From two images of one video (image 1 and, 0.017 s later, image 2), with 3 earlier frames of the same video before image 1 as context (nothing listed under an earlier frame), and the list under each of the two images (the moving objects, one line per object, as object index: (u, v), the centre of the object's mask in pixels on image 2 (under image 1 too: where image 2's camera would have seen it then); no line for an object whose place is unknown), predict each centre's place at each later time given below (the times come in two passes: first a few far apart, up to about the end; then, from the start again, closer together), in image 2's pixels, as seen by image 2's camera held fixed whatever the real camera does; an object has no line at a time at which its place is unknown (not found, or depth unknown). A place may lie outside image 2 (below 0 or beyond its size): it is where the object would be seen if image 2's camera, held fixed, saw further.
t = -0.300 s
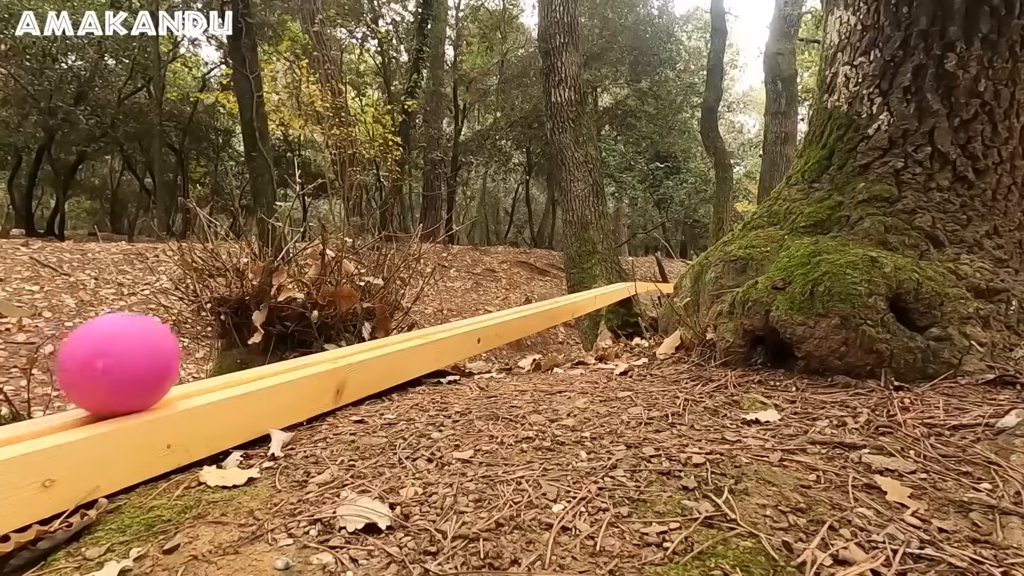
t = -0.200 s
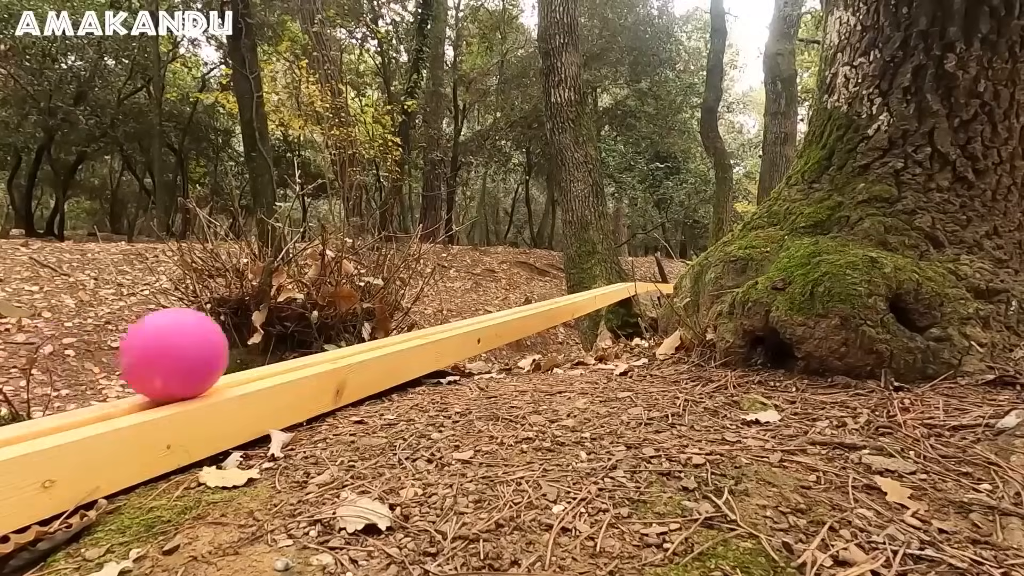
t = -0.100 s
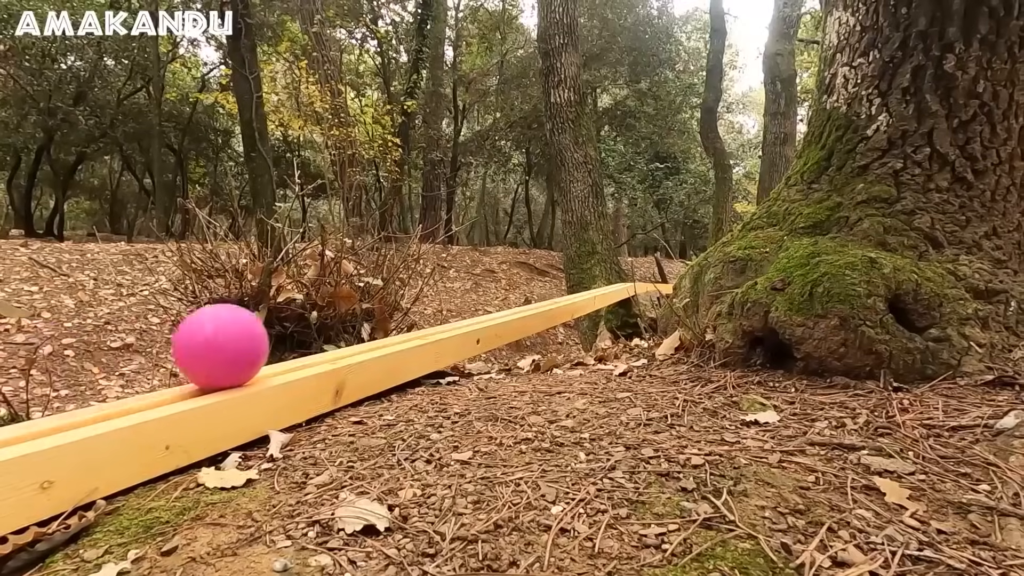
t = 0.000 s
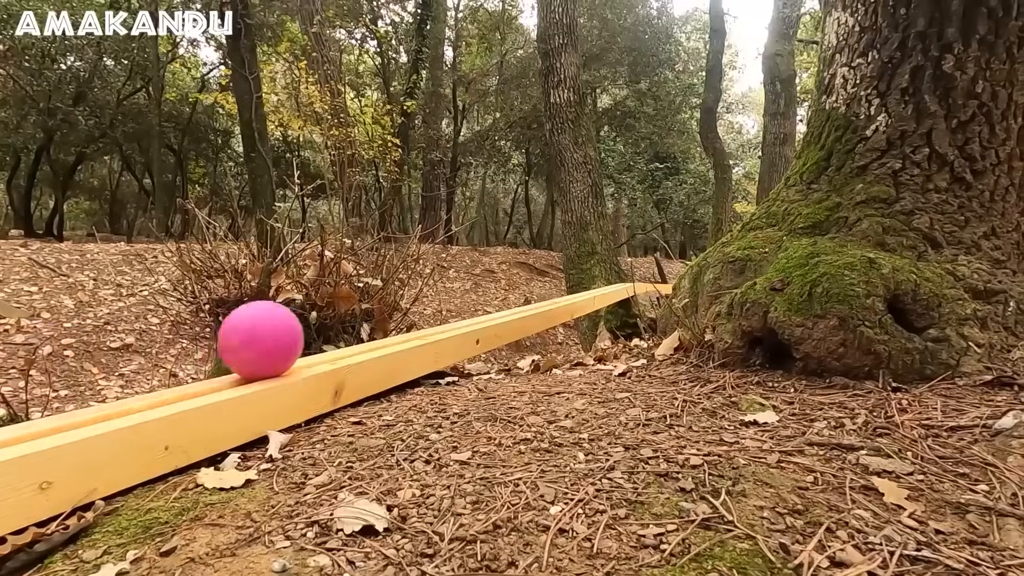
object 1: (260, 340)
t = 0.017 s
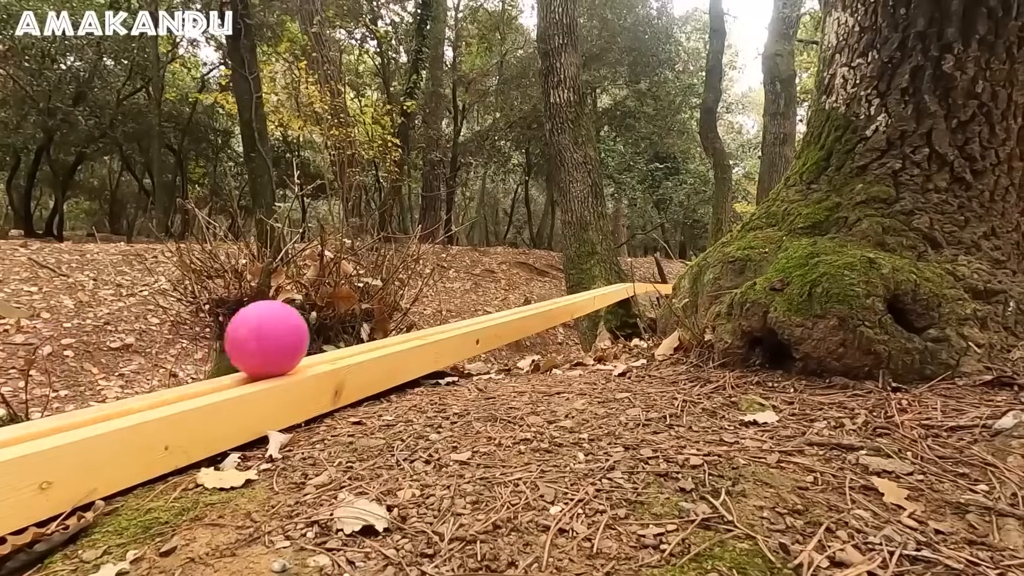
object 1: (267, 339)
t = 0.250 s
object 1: (337, 327)
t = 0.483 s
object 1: (391, 317)
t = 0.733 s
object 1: (433, 310)
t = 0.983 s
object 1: (467, 304)
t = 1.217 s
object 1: (493, 299)
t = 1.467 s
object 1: (515, 295)
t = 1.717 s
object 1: (534, 292)
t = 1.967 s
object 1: (549, 289)
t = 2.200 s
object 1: (563, 287)
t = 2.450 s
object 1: (575, 284)
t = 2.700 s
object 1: (585, 282)
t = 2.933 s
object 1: (594, 281)
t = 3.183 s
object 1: (601, 280)
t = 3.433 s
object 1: (608, 278)
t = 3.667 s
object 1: (615, 277)
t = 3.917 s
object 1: (620, 276)
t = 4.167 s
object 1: (624, 275)
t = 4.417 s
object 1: (631, 274)
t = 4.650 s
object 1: (643, 275)
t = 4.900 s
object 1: (654, 276)
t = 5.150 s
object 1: (671, 277)
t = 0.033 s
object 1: (273, 338)
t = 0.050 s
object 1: (279, 337)
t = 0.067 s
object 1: (284, 336)
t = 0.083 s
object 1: (290, 335)
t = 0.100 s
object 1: (295, 334)
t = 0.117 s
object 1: (300, 333)
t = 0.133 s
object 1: (305, 332)
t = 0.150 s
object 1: (310, 331)
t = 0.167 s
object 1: (315, 331)
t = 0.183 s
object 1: (319, 330)
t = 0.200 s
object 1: (324, 329)
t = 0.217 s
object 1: (328, 328)
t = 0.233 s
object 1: (333, 327)
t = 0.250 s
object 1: (337, 327)
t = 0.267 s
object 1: (341, 326)
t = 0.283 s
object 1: (345, 325)
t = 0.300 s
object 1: (350, 324)
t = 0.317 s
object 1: (354, 324)
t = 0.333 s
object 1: (358, 323)
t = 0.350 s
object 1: (361, 322)
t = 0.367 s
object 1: (365, 322)
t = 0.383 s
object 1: (369, 321)
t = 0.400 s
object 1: (373, 320)
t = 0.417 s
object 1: (377, 319)
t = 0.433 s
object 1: (380, 319)
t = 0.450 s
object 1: (383, 318)
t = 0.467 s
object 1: (388, 318)
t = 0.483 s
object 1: (391, 317)
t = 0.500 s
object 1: (394, 317)
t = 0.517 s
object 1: (398, 316)
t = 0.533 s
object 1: (400, 315)
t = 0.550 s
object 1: (404, 315)
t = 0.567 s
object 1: (407, 314)
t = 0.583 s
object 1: (410, 314)
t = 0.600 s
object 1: (412, 313)
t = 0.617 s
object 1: (415, 313)
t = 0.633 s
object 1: (418, 312)
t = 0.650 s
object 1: (420, 312)
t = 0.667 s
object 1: (422, 312)
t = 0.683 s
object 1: (425, 311)
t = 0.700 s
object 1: (428, 310)
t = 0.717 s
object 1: (429, 310)
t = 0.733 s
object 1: (433, 310)
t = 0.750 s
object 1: (436, 309)
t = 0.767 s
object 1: (438, 309)
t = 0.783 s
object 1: (440, 308)
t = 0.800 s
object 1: (443, 308)
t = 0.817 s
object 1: (445, 307)
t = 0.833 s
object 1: (448, 307)
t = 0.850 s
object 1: (450, 307)
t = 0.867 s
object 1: (452, 306)
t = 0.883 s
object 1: (454, 306)
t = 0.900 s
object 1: (456, 306)
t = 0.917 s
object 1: (458, 305)
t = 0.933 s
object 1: (460, 305)
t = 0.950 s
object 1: (463, 304)
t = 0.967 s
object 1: (465, 304)
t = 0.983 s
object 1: (467, 304)
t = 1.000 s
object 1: (469, 303)
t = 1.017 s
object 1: (472, 303)
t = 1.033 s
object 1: (473, 302)
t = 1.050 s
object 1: (475, 302)
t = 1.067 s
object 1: (477, 302)
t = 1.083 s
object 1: (479, 302)
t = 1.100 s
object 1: (481, 301)
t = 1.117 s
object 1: (483, 300)
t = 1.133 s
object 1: (484, 301)
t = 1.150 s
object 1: (486, 300)
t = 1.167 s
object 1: (487, 300)
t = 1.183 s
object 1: (490, 300)
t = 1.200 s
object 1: (491, 299)
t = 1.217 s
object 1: (493, 299)
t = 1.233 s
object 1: (495, 299)
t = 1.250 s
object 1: (496, 299)
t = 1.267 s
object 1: (498, 298)
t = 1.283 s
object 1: (499, 298)
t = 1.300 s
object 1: (500, 298)
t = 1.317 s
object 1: (503, 298)
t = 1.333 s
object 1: (504, 298)
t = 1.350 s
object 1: (505, 297)
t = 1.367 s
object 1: (508, 297)
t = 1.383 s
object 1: (509, 297)
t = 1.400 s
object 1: (511, 296)
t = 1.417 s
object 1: (512, 296)
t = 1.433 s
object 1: (513, 296)
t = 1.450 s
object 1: (514, 296)
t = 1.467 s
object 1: (515, 295)
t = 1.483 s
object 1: (516, 295)
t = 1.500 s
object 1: (519, 295)
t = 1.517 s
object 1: (520, 295)
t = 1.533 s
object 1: (521, 295)
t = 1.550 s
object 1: (521, 294)
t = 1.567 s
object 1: (523, 294)
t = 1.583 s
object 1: (524, 294)
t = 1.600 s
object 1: (527, 293)
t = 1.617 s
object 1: (528, 293)
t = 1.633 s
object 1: (529, 293)
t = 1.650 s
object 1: (529, 293)
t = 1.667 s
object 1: (530, 292)
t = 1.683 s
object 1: (531, 292)
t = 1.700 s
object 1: (533, 292)
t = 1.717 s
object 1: (534, 292)
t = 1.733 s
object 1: (536, 292)
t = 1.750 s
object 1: (537, 291)
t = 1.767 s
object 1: (538, 291)
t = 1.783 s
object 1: (538, 291)
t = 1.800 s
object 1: (539, 291)
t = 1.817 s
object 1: (539, 291)
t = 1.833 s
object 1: (543, 290)
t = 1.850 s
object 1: (543, 290)
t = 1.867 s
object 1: (544, 290)
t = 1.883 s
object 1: (545, 290)
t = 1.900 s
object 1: (546, 290)
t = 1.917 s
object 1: (547, 289)
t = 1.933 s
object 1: (548, 289)
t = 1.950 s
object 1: (549, 289)
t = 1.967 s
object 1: (549, 289)
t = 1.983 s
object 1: (550, 289)
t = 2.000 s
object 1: (552, 289)
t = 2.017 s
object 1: (553, 289)
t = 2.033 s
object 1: (554, 289)
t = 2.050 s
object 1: (554, 288)
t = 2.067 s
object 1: (555, 288)
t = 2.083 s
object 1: (557, 288)
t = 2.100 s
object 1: (558, 288)
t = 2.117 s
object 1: (559, 287)
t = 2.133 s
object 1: (560, 287)
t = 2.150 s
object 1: (561, 287)
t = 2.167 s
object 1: (562, 287)
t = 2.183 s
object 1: (563, 287)
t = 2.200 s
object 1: (563, 287)
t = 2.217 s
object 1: (564, 286)
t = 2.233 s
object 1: (565, 286)
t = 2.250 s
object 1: (566, 286)
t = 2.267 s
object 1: (566, 286)
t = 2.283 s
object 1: (567, 286)
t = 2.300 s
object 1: (568, 286)
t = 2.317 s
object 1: (568, 285)
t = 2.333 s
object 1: (570, 285)
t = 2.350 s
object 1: (570, 285)
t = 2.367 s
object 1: (571, 285)
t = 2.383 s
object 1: (572, 285)
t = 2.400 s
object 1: (573, 285)
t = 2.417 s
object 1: (573, 285)
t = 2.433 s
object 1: (575, 284)
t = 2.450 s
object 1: (575, 284)
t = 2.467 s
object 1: (576, 284)
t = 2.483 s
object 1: (576, 284)
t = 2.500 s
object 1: (577, 284)
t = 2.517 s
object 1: (578, 284)
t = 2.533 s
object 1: (578, 284)
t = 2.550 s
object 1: (580, 283)
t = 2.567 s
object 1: (580, 283)
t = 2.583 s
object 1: (581, 283)
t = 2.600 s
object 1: (581, 283)
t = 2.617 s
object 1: (582, 283)
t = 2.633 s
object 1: (583, 283)
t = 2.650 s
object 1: (584, 283)
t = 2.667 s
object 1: (584, 283)
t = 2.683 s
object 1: (584, 283)
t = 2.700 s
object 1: (585, 282)
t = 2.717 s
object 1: (586, 282)
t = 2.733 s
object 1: (586, 282)
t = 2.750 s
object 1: (587, 282)
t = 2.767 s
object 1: (588, 282)
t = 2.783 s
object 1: (589, 282)
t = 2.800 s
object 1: (590, 282)
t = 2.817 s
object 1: (590, 281)
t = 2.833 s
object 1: (591, 281)
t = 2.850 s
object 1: (591, 281)
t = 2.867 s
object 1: (592, 281)
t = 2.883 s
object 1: (592, 281)
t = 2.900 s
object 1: (593, 281)
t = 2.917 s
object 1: (593, 281)
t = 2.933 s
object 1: (594, 281)
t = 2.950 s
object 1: (594, 281)
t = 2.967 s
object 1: (595, 280)
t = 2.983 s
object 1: (596, 280)
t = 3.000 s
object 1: (596, 280)
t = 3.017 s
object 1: (597, 280)
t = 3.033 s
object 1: (597, 280)
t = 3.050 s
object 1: (598, 280)
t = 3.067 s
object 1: (598, 280)
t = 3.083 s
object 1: (599, 280)
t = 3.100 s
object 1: (599, 280)
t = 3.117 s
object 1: (599, 280)
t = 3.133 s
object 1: (600, 280)
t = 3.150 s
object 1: (601, 280)
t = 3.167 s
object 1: (601, 280)
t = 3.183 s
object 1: (601, 280)
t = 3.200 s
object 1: (602, 279)
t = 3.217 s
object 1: (602, 279)
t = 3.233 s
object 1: (603, 279)
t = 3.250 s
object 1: (603, 279)
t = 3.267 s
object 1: (604, 279)
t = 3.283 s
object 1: (604, 279)
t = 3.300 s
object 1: (605, 279)
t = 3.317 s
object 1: (605, 279)
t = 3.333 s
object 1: (606, 279)
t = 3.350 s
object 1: (606, 279)
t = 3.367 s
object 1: (606, 279)
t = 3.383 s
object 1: (607, 278)
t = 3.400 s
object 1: (607, 278)
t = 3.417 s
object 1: (607, 278)
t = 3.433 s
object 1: (608, 278)
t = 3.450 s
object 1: (608, 278)
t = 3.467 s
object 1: (609, 278)
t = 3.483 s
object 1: (610, 278)
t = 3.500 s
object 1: (611, 278)
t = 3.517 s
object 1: (611, 278)
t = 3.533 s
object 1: (611, 278)
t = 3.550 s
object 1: (612, 277)
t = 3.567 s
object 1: (612, 277)
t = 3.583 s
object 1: (613, 277)
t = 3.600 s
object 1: (614, 277)
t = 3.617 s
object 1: (614, 277)
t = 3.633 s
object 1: (614, 277)
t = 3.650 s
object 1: (614, 277)
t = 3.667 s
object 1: (615, 277)
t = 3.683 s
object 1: (615, 277)
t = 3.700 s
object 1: (615, 277)
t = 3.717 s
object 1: (615, 277)
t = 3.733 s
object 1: (616, 277)
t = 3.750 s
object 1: (617, 276)
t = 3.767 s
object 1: (617, 276)
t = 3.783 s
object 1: (617, 276)
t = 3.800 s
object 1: (618, 276)
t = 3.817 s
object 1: (617, 276)
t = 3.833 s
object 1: (618, 276)
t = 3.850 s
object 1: (619, 276)
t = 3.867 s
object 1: (619, 276)
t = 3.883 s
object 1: (619, 276)
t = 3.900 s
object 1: (619, 276)
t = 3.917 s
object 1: (620, 276)
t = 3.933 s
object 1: (620, 276)
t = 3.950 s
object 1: (620, 276)
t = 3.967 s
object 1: (621, 276)
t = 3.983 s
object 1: (621, 276)
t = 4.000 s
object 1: (621, 276)
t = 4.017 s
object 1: (622, 275)
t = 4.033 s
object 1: (622, 275)
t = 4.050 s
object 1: (622, 275)
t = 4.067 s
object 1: (622, 275)
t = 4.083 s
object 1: (623, 275)
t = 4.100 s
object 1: (623, 275)
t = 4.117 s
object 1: (623, 275)
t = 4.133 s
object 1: (623, 275)
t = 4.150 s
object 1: (624, 275)
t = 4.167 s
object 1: (624, 275)
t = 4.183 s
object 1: (624, 275)
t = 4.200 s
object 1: (624, 275)
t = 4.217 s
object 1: (624, 275)
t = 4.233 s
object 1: (625, 275)
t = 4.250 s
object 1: (625, 275)
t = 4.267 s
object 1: (626, 275)
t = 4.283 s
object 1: (627, 275)
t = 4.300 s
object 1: (627, 274)
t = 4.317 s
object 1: (627, 274)
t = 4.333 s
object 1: (629, 274)
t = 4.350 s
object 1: (629, 274)
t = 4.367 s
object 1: (629, 274)
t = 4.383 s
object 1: (630, 274)
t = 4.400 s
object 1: (631, 274)
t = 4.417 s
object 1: (631, 274)
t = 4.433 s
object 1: (633, 274)
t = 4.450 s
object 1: (634, 274)
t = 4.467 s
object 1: (636, 274)
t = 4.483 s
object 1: (637, 274)
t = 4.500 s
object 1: (638, 274)
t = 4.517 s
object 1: (638, 274)
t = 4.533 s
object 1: (638, 274)
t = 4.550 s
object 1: (639, 275)
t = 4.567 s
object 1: (640, 275)
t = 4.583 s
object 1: (640, 275)
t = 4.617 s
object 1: (642, 275)
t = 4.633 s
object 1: (643, 275)
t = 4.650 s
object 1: (643, 275)
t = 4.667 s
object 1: (644, 275)
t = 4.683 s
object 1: (645, 275)
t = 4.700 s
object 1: (645, 275)
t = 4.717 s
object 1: (646, 275)
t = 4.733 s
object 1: (647, 275)
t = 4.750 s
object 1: (647, 275)
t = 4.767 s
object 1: (647, 276)
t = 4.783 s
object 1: (648, 275)
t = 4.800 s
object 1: (649, 275)
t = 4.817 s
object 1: (650, 275)
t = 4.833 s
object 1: (652, 275)
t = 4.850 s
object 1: (652, 276)
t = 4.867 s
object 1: (653, 276)
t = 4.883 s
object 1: (654, 276)
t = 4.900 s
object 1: (654, 276)
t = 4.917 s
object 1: (655, 276)
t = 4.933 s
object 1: (657, 276)
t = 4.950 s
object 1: (658, 276)
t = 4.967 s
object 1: (659, 276)
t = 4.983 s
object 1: (663, 277)
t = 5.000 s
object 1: (663, 277)
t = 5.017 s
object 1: (663, 277)
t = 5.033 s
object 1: (664, 277)
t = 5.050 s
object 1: (663, 277)
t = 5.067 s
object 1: (664, 277)
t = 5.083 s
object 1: (665, 277)
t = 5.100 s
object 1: (669, 277)
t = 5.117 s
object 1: (670, 277)
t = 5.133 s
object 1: (670, 277)
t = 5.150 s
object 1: (671, 277)
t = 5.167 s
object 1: (671, 277)
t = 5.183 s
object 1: (672, 276)
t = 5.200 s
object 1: (671, 276)
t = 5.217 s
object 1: (671, 276)
